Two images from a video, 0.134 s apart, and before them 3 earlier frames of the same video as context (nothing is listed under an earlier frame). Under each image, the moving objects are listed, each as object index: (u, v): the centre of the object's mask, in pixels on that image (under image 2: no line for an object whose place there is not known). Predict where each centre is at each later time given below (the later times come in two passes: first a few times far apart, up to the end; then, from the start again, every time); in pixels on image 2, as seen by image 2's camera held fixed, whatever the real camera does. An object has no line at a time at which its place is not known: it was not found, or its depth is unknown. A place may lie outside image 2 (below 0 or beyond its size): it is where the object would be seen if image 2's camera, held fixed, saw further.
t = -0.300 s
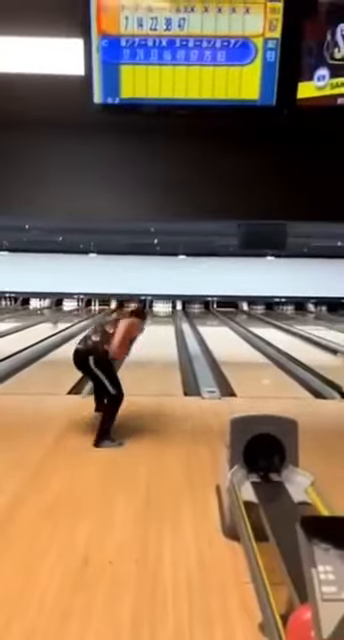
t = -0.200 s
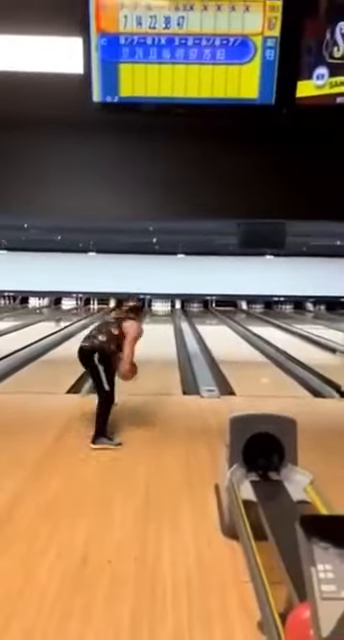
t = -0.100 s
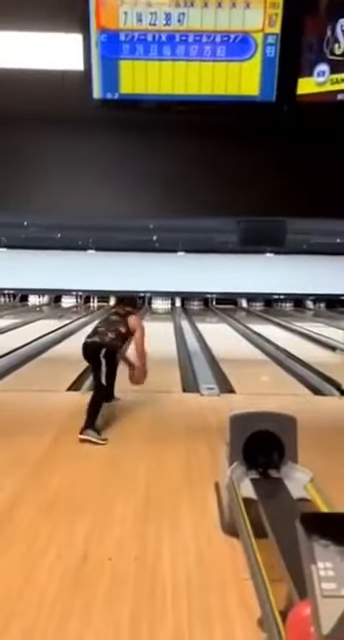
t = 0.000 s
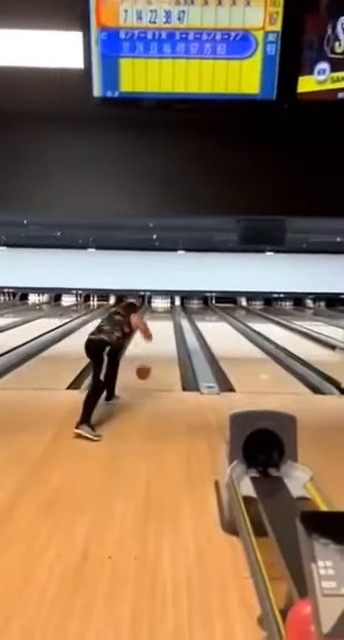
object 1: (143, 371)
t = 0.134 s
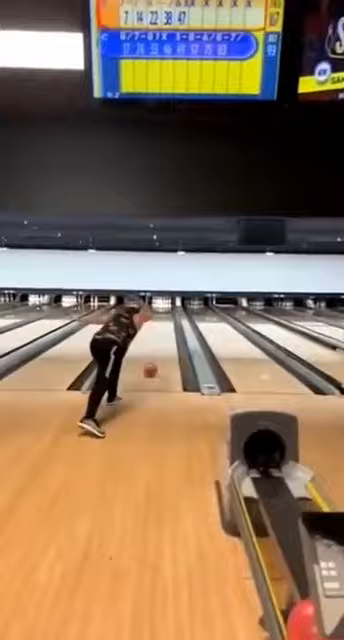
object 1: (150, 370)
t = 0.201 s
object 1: (153, 365)
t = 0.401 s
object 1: (157, 351)
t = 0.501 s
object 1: (154, 344)
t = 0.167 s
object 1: (151, 367)
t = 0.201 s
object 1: (153, 365)
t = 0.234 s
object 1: (153, 361)
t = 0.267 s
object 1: (154, 360)
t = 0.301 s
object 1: (155, 359)
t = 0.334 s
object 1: (156, 356)
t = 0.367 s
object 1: (157, 354)
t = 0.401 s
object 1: (157, 351)
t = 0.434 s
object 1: (156, 349)
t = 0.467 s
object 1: (155, 347)
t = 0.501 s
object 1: (154, 344)
